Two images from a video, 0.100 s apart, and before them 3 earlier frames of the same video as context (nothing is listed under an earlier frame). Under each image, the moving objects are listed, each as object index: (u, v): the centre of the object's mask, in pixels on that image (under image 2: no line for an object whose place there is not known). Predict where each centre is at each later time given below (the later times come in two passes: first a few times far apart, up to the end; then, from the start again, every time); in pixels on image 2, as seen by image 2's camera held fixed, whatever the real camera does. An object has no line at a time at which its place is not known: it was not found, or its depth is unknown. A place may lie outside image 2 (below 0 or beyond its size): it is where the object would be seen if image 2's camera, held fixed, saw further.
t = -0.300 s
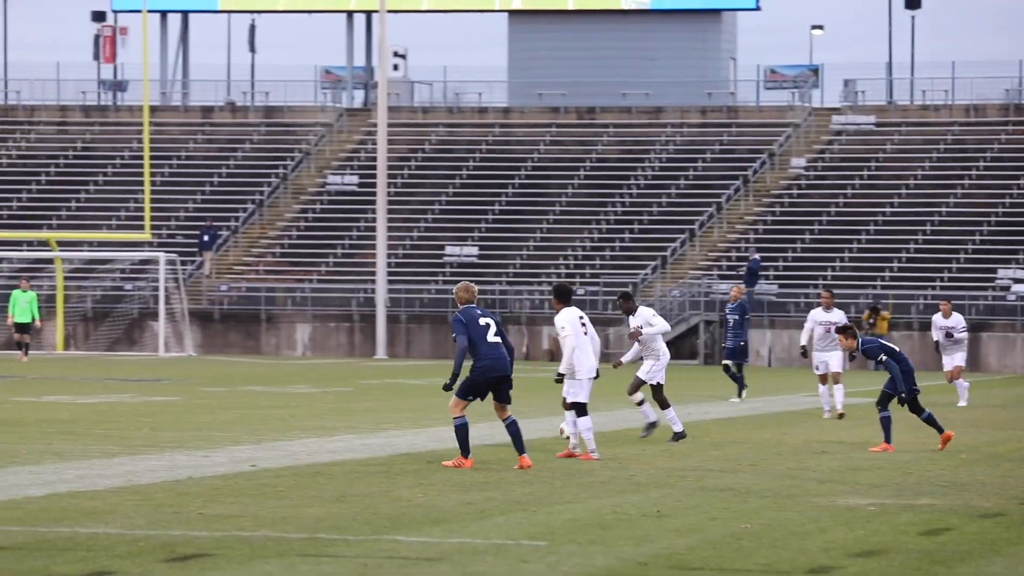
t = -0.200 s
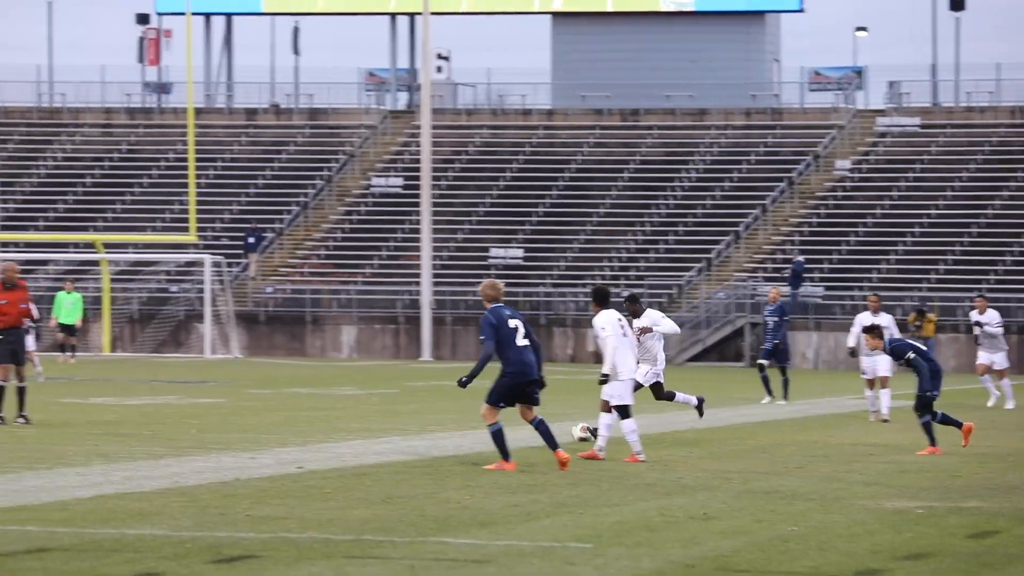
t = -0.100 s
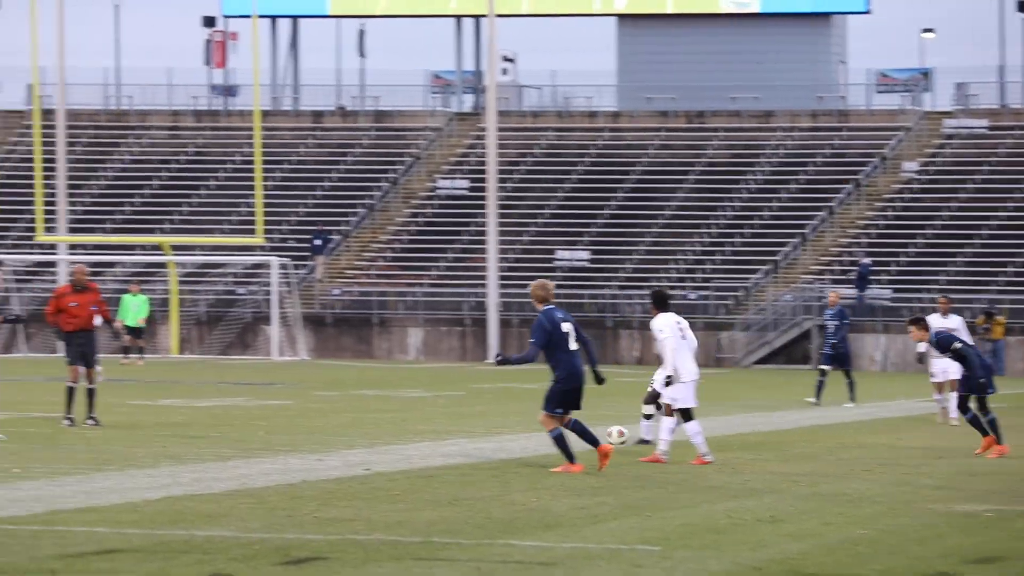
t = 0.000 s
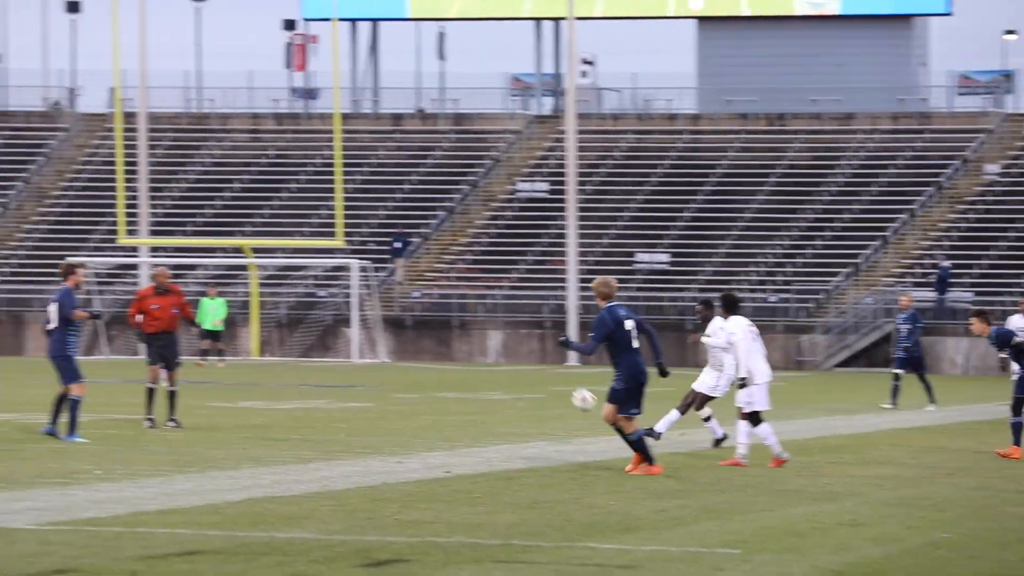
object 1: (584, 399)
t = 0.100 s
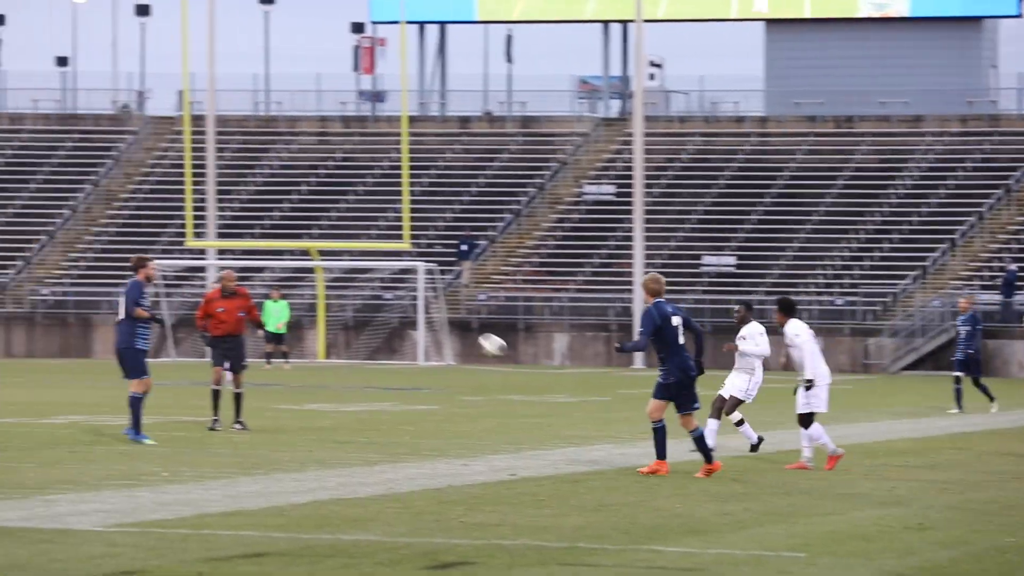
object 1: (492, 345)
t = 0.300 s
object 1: (169, 236)
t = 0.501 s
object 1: (-174, 125)
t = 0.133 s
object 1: (439, 326)
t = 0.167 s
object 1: (386, 308)
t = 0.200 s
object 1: (333, 289)
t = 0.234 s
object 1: (278, 272)
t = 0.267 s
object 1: (225, 254)
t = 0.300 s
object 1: (169, 236)
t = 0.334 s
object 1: (115, 218)
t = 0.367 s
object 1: (59, 201)
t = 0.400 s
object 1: (2, 182)
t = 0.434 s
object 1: (-56, 164)
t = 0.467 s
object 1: (-114, 145)
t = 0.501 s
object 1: (-174, 125)
